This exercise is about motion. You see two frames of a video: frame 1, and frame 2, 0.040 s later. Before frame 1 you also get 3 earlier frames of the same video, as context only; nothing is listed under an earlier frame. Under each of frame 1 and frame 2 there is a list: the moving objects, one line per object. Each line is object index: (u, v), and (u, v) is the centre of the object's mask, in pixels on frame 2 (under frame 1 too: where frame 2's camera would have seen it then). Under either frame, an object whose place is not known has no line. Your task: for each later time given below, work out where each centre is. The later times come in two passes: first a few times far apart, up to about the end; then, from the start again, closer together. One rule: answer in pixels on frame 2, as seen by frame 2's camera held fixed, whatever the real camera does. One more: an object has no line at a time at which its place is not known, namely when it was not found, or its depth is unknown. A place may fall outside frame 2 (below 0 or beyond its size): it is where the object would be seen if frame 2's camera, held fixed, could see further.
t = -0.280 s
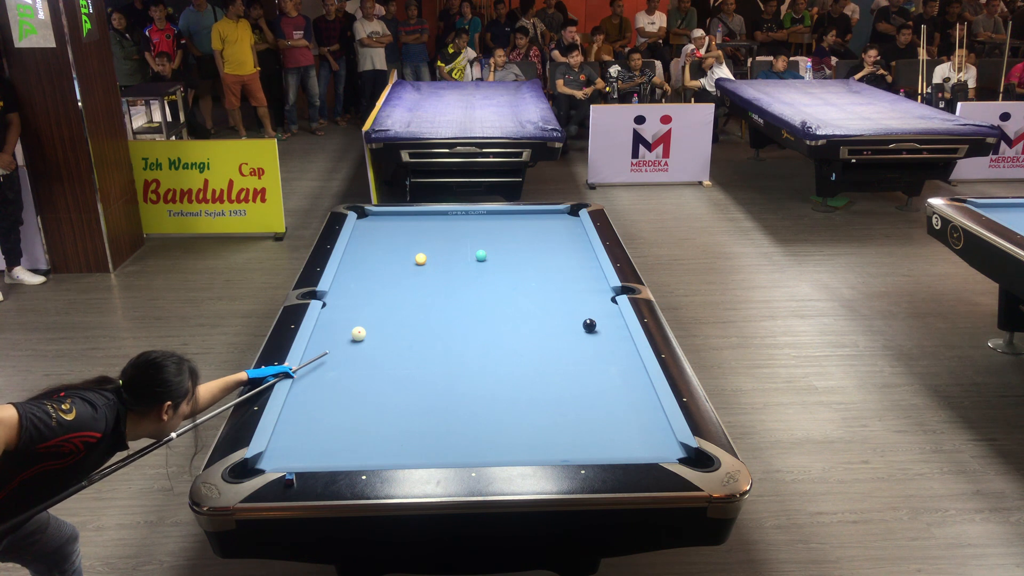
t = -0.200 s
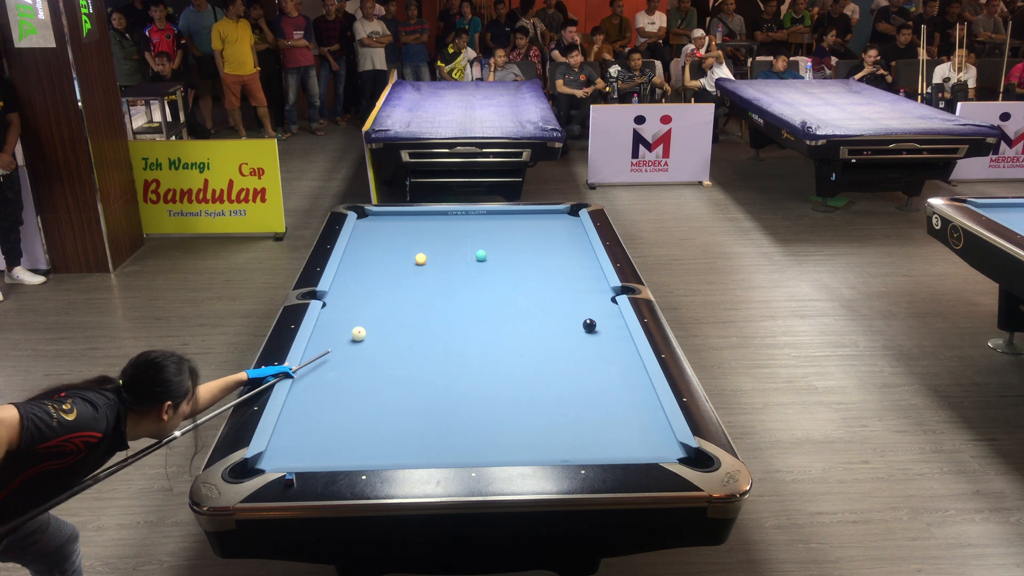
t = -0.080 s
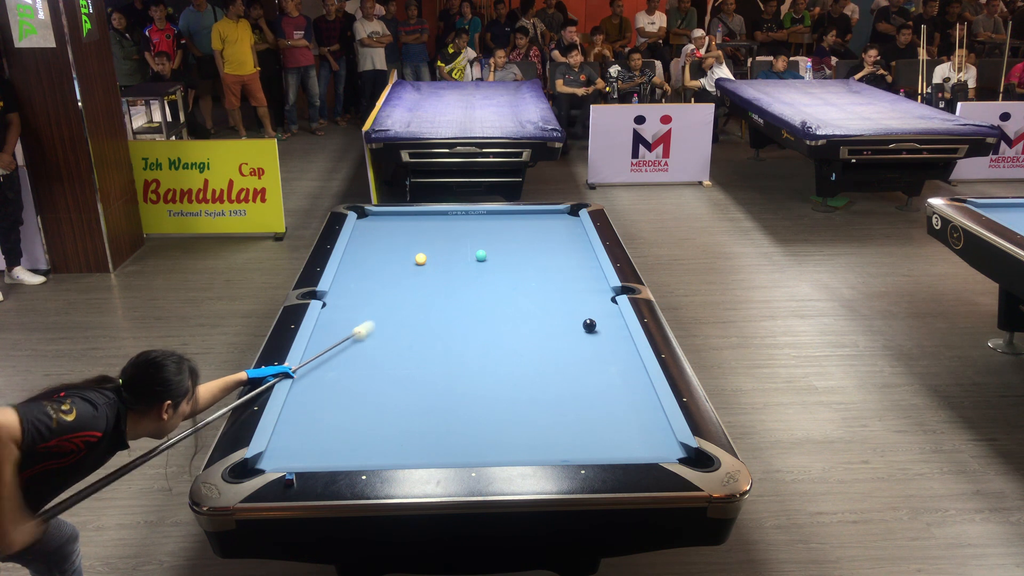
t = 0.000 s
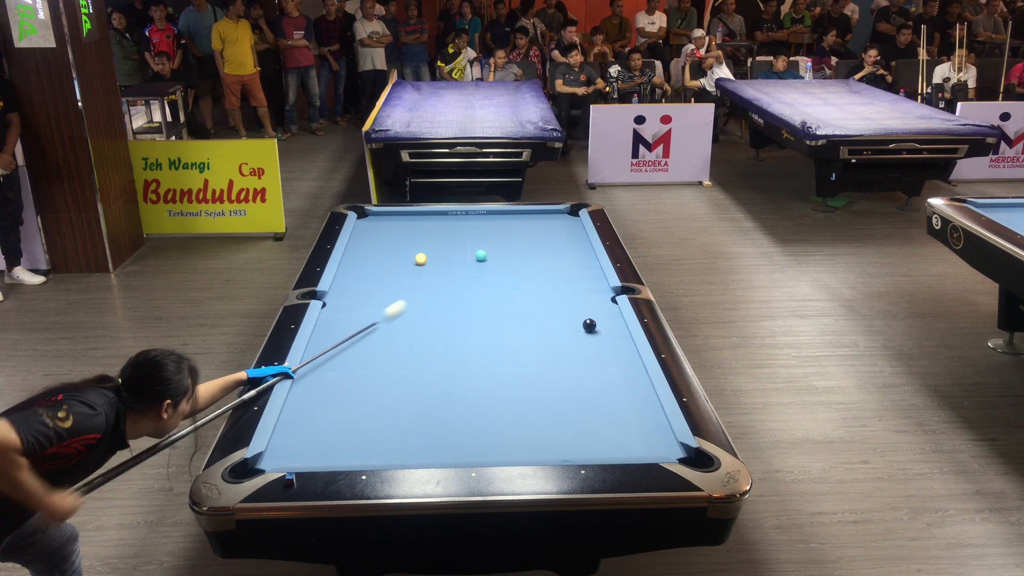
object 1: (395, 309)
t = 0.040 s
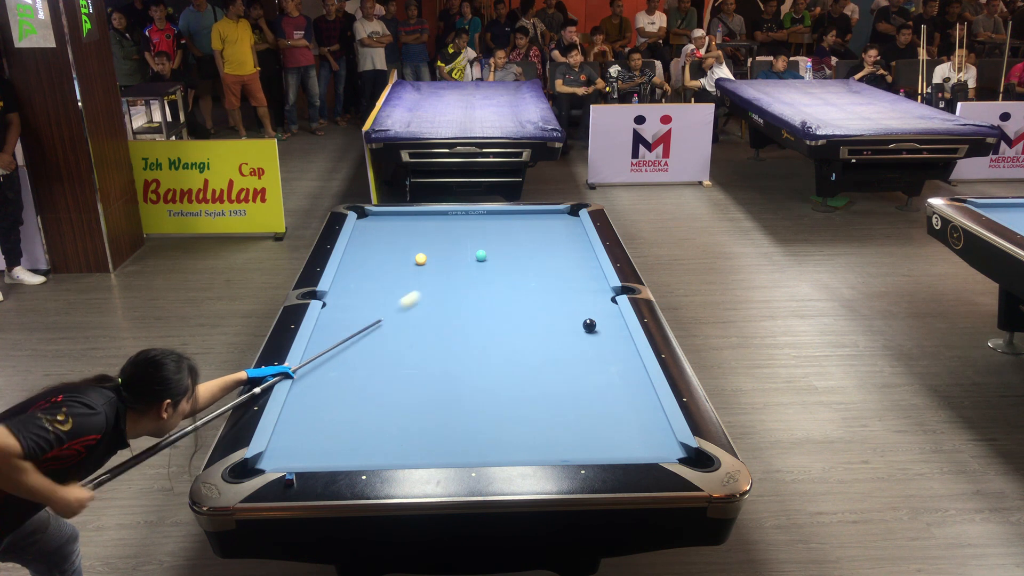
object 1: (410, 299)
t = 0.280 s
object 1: (472, 258)
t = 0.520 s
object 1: (468, 248)
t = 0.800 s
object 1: (473, 233)
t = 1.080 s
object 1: (478, 220)
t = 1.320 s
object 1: (481, 214)
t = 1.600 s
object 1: (486, 220)
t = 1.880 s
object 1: (491, 226)
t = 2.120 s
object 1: (496, 231)
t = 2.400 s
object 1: (500, 236)
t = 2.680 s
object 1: (505, 242)
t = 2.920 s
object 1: (508, 246)
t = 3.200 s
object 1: (512, 251)
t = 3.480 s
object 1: (516, 256)
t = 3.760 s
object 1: (519, 260)
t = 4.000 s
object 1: (521, 264)
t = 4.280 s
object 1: (524, 268)
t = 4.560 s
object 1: (526, 271)
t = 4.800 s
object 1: (528, 273)
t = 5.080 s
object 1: (530, 275)
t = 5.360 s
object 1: (531, 277)
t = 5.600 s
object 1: (532, 278)
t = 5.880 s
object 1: (533, 279)
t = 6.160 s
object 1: (534, 279)
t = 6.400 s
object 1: (534, 279)
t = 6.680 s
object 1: (534, 279)
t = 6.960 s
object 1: (534, 279)
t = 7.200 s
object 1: (534, 279)
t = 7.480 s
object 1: (534, 279)
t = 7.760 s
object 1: (534, 279)
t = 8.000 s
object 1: (533, 279)
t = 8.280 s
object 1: (534, 279)
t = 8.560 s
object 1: (534, 279)
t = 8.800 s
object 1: (534, 279)
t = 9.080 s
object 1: (534, 279)
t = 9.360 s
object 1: (534, 279)
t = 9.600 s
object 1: (534, 279)
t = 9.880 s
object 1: (534, 279)
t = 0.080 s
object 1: (423, 291)
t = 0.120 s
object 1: (436, 282)
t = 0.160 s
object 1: (448, 275)
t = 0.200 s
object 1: (459, 268)
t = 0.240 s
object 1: (469, 261)
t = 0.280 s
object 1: (472, 258)
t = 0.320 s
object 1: (470, 257)
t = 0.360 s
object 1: (469, 255)
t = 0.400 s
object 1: (468, 254)
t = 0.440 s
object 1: (467, 252)
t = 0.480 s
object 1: (467, 250)
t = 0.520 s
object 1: (468, 248)
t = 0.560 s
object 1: (469, 246)
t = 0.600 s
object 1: (470, 243)
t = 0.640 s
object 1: (470, 241)
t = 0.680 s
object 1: (471, 239)
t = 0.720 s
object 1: (472, 237)
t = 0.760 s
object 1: (472, 235)
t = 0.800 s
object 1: (473, 233)
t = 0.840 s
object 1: (474, 231)
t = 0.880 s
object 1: (475, 230)
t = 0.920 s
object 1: (475, 228)
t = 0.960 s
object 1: (476, 226)
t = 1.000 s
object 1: (476, 224)
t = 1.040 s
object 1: (477, 222)
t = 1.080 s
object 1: (478, 220)
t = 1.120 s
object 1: (478, 219)
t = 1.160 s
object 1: (479, 217)
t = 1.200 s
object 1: (479, 215)
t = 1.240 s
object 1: (480, 214)
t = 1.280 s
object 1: (481, 213)
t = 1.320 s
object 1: (481, 214)
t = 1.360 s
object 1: (482, 215)
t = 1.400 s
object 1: (483, 216)
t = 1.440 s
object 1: (484, 217)
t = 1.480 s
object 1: (484, 217)
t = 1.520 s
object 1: (485, 218)
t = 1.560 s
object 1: (486, 219)
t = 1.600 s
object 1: (486, 220)
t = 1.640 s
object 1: (487, 221)
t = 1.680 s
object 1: (488, 222)
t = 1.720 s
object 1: (489, 222)
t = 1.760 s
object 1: (489, 223)
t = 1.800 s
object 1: (490, 224)
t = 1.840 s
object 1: (491, 225)
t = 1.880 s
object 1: (491, 226)
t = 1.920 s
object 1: (492, 227)
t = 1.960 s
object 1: (493, 227)
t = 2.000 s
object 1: (493, 228)
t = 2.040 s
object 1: (494, 229)
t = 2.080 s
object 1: (495, 230)
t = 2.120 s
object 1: (496, 231)
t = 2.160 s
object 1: (496, 231)
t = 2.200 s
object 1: (497, 232)
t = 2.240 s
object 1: (498, 233)
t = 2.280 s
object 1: (498, 234)
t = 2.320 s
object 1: (499, 235)
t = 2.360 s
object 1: (500, 236)
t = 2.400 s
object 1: (500, 236)
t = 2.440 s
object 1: (501, 237)
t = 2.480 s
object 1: (501, 238)
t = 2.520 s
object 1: (502, 239)
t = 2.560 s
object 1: (503, 239)
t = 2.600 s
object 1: (503, 240)
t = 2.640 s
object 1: (504, 241)
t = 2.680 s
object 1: (505, 242)
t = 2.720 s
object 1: (505, 243)
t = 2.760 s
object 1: (506, 243)
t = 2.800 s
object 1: (506, 244)
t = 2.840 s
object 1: (507, 245)
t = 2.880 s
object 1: (508, 246)
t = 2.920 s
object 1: (508, 246)
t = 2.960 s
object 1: (509, 247)
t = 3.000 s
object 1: (509, 248)
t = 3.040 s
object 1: (510, 249)
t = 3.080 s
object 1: (510, 249)
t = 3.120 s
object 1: (511, 250)
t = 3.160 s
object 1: (512, 251)
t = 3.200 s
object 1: (512, 251)
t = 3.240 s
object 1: (513, 252)
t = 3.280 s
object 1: (514, 252)
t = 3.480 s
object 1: (516, 256)
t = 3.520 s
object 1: (516, 257)
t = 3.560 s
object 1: (517, 257)
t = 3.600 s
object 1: (517, 258)
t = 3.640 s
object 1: (518, 259)
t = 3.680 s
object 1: (518, 259)
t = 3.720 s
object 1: (519, 260)
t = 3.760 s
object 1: (519, 260)
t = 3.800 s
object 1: (519, 261)
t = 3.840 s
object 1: (520, 262)
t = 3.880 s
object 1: (520, 262)
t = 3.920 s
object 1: (521, 263)
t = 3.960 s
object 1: (521, 263)
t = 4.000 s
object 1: (521, 264)
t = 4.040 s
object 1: (522, 265)
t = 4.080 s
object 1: (522, 265)
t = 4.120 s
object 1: (523, 266)
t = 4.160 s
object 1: (523, 266)
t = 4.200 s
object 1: (523, 267)
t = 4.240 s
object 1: (524, 267)
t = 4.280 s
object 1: (524, 268)
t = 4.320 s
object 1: (524, 268)
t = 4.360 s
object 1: (525, 268)
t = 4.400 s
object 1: (525, 269)
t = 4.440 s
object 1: (525, 269)
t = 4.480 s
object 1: (526, 270)
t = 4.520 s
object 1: (526, 270)
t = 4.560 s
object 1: (526, 271)
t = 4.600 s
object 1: (527, 271)
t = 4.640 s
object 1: (527, 271)
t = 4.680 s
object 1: (527, 272)
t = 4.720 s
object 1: (527, 272)
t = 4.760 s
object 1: (528, 273)
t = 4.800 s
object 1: (528, 273)
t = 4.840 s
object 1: (528, 273)
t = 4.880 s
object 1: (529, 274)
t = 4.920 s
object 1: (529, 274)
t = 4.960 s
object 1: (529, 274)
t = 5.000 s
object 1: (529, 275)
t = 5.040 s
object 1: (530, 275)
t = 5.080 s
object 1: (530, 275)
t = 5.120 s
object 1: (530, 276)
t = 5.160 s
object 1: (530, 276)
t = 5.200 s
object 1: (530, 276)
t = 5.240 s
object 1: (531, 276)
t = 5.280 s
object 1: (531, 277)
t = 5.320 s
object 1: (531, 277)
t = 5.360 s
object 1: (531, 277)
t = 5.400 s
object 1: (531, 277)
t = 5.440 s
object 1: (531, 277)
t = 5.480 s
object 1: (532, 278)
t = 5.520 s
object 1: (532, 278)
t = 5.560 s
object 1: (532, 278)
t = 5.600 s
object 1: (532, 278)
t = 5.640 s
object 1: (532, 278)
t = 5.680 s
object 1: (532, 278)
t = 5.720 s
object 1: (533, 278)
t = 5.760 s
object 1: (533, 279)
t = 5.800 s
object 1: (533, 279)
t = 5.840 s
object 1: (533, 279)
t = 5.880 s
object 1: (533, 279)
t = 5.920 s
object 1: (533, 279)
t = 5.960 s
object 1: (533, 279)
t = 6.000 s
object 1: (533, 279)
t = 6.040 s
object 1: (534, 279)
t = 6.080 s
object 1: (534, 279)
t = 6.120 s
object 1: (534, 279)
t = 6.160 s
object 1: (534, 279)
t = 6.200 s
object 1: (534, 279)
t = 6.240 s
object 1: (534, 279)
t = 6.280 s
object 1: (534, 279)
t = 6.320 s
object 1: (534, 279)
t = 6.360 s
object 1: (534, 279)
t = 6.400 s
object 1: (534, 279)
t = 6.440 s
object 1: (534, 279)
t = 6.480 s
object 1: (534, 279)
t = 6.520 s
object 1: (534, 279)
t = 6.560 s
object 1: (534, 279)
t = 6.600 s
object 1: (534, 279)
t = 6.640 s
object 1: (534, 279)
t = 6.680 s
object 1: (534, 279)
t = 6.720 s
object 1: (534, 279)
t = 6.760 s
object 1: (534, 279)
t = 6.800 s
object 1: (534, 279)
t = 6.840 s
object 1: (534, 279)
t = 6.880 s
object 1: (534, 279)
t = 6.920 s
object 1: (534, 279)
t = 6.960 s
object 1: (534, 279)
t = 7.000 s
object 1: (534, 279)
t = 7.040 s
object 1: (534, 279)
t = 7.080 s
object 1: (534, 279)
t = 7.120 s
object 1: (534, 279)
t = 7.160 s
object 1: (534, 279)
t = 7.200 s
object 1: (534, 279)
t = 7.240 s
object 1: (534, 279)
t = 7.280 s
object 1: (534, 279)
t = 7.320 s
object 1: (534, 279)
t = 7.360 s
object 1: (534, 279)
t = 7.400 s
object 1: (534, 279)
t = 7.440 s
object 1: (534, 279)
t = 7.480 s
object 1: (534, 279)
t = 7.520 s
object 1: (534, 279)
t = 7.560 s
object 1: (534, 279)
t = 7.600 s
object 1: (534, 279)
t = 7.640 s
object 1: (534, 279)
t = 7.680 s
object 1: (534, 279)
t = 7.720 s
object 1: (534, 279)
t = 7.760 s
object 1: (534, 279)
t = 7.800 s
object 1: (534, 279)
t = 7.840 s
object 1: (534, 279)
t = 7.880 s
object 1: (534, 279)
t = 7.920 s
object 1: (534, 279)
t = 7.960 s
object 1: (534, 279)
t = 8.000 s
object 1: (533, 279)
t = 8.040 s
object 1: (533, 279)
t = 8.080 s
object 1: (533, 279)
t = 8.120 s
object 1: (533, 279)
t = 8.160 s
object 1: (534, 279)
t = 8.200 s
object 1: (534, 279)
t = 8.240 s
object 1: (534, 279)
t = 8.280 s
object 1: (534, 279)
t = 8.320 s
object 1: (533, 279)
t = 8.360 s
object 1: (533, 279)
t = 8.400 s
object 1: (533, 279)
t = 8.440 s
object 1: (534, 279)
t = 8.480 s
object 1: (534, 279)
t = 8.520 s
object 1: (534, 279)
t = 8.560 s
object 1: (534, 279)
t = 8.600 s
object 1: (534, 279)
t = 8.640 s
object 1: (534, 279)
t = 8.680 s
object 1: (534, 279)
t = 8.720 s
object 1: (534, 279)
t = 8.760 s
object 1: (534, 279)
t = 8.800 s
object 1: (534, 279)
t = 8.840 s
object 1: (534, 279)
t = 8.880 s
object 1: (534, 279)
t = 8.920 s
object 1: (533, 279)
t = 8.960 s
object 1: (534, 279)
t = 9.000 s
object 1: (533, 279)
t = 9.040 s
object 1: (534, 279)
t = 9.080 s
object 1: (534, 279)
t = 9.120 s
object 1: (534, 279)
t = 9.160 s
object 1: (534, 279)
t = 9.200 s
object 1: (534, 279)
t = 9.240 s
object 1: (534, 279)
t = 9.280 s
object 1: (534, 279)
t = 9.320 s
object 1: (534, 279)
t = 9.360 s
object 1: (534, 279)
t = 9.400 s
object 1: (534, 279)
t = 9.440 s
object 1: (534, 279)
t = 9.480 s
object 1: (534, 279)
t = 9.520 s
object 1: (534, 279)
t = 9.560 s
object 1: (534, 279)
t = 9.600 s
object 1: (534, 279)
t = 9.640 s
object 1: (534, 279)
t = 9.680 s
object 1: (534, 279)
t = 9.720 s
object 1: (534, 279)
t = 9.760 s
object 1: (534, 279)
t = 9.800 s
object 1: (534, 279)
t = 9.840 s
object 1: (534, 279)
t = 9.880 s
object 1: (534, 279)
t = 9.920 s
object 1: (534, 279)
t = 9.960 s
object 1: (534, 279)
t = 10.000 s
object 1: (534, 279)
